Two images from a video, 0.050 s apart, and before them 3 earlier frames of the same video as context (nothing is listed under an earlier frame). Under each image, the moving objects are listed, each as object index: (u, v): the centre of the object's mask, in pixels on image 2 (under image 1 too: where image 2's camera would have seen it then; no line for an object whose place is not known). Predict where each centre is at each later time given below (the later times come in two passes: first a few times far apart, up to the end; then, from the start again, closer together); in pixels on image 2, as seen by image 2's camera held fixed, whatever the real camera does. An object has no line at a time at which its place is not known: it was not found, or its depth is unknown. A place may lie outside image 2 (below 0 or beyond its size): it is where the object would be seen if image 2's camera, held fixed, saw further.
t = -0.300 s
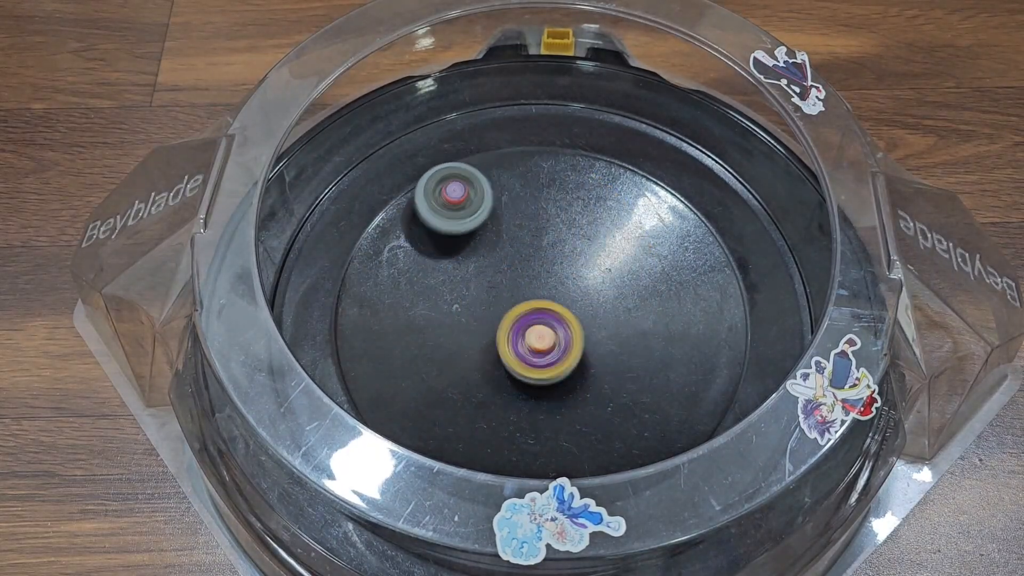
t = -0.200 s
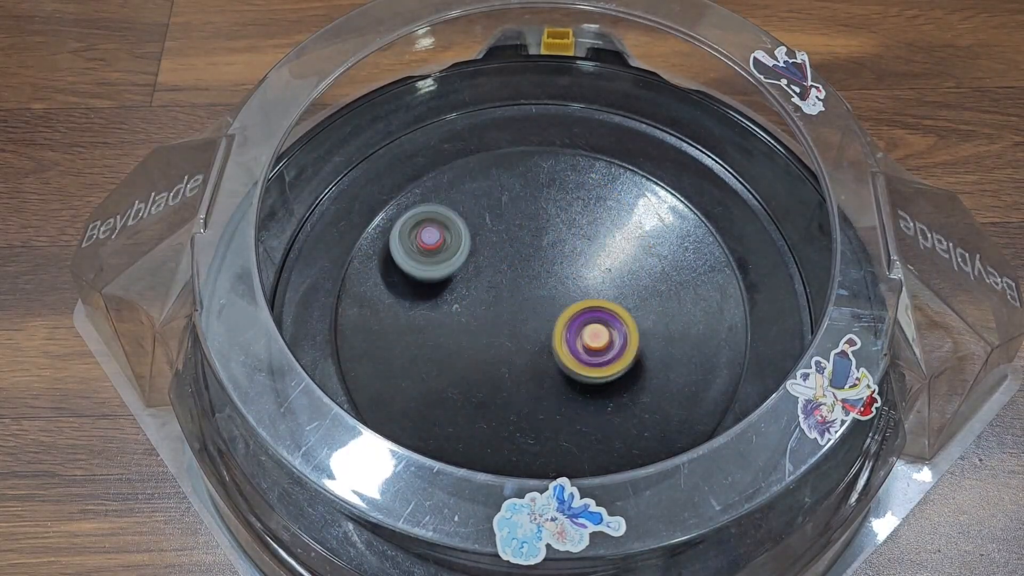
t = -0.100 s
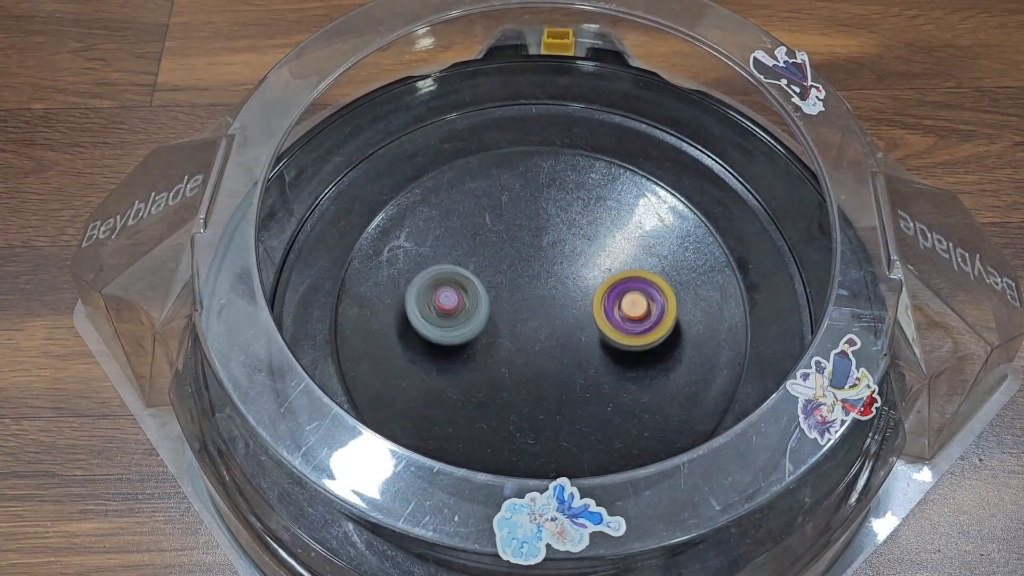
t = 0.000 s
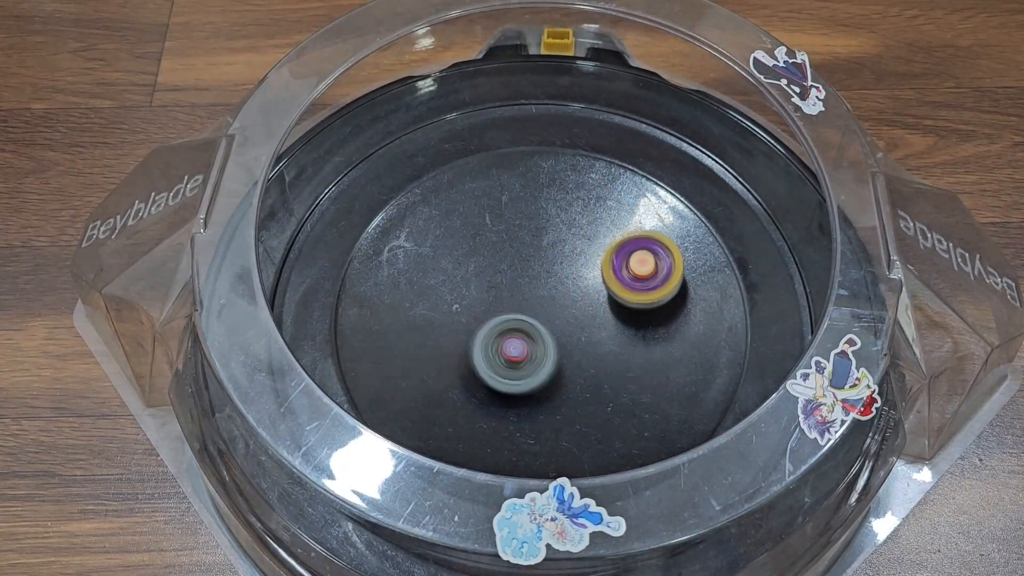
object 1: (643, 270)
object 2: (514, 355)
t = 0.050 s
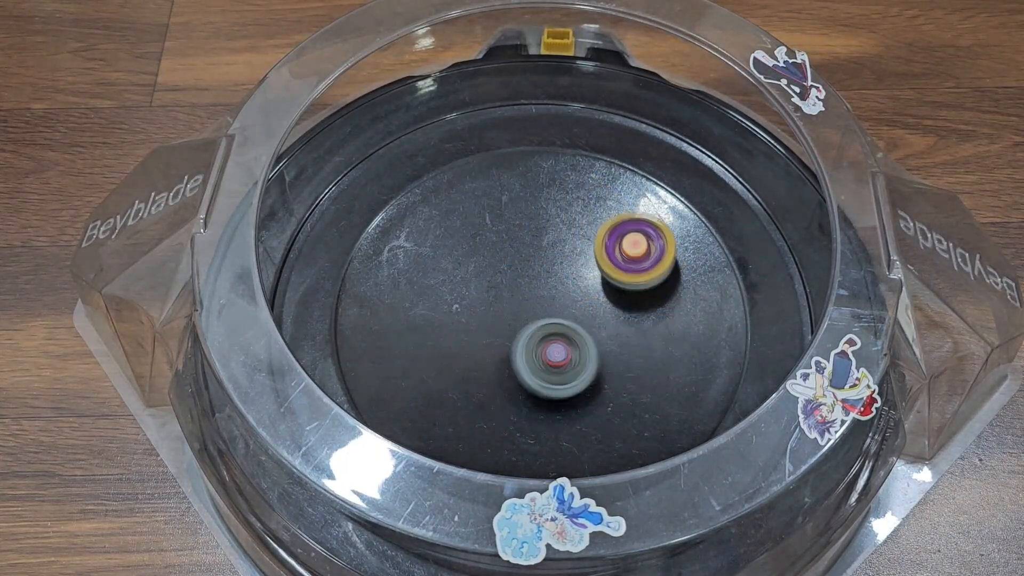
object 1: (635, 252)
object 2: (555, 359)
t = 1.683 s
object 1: (630, 362)
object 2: (500, 347)
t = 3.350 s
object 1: (569, 344)
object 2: (455, 348)
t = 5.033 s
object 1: (594, 273)
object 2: (462, 321)
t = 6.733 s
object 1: (602, 275)
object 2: (581, 362)
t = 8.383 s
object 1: (583, 286)
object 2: (447, 360)
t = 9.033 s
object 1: (547, 362)
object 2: (447, 283)
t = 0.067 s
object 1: (631, 246)
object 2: (568, 357)
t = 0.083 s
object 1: (626, 241)
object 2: (578, 355)
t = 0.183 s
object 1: (587, 225)
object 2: (627, 315)
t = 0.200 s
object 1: (579, 225)
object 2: (631, 307)
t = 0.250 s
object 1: (555, 231)
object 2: (637, 279)
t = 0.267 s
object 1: (547, 235)
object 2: (637, 269)
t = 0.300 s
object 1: (534, 244)
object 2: (635, 251)
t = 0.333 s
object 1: (522, 256)
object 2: (628, 234)
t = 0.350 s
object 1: (518, 264)
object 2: (625, 227)
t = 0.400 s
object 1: (509, 288)
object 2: (610, 205)
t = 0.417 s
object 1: (509, 296)
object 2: (604, 200)
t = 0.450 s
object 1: (511, 313)
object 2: (590, 191)
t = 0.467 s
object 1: (513, 320)
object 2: (584, 189)
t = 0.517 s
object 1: (527, 342)
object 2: (561, 184)
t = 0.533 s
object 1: (533, 349)
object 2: (553, 184)
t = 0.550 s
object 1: (539, 353)
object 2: (545, 186)
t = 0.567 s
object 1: (547, 359)
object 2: (538, 187)
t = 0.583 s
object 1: (555, 362)
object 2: (530, 191)
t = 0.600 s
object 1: (562, 364)
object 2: (523, 195)
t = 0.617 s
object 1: (572, 367)
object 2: (516, 201)
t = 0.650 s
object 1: (588, 367)
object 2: (503, 214)
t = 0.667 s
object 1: (597, 366)
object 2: (498, 223)
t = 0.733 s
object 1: (628, 356)
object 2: (485, 265)
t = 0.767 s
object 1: (641, 346)
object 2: (487, 289)
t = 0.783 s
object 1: (645, 342)
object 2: (490, 303)
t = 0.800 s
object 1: (650, 336)
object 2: (495, 313)
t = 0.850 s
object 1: (658, 318)
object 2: (517, 344)
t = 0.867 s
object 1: (659, 311)
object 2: (527, 352)
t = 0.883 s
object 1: (658, 305)
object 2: (537, 357)
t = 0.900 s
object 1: (656, 299)
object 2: (548, 363)
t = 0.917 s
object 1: (653, 294)
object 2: (558, 365)
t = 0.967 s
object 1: (639, 279)
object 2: (592, 367)
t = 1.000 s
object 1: (625, 270)
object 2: (611, 361)
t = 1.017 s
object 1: (618, 267)
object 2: (620, 357)
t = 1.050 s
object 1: (602, 263)
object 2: (637, 345)
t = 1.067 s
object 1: (593, 262)
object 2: (644, 338)
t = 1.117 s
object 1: (566, 263)
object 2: (664, 316)
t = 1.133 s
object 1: (557, 266)
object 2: (669, 308)
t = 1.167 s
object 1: (541, 273)
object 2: (673, 291)
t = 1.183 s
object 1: (534, 278)
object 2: (674, 282)
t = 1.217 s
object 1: (522, 289)
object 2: (672, 265)
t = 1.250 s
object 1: (513, 302)
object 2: (667, 249)
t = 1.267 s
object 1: (510, 310)
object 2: (663, 242)
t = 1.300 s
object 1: (506, 325)
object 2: (651, 231)
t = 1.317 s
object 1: (506, 333)
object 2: (644, 226)
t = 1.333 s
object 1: (506, 341)
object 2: (636, 222)
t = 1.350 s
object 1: (508, 347)
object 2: (627, 219)
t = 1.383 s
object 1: (515, 362)
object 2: (610, 215)
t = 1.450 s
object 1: (539, 382)
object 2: (568, 222)
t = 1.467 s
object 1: (546, 386)
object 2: (558, 225)
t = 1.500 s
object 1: (561, 390)
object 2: (538, 237)
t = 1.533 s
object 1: (575, 391)
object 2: (520, 254)
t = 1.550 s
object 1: (583, 392)
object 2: (512, 263)
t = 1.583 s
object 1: (598, 388)
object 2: (500, 284)
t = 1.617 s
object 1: (612, 382)
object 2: (494, 307)
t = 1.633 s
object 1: (617, 378)
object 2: (494, 319)
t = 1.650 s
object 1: (622, 373)
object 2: (495, 328)
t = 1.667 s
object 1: (627, 367)
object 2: (496, 339)
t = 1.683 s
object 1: (630, 362)
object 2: (500, 347)
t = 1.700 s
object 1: (632, 355)
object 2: (505, 355)
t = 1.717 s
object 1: (633, 348)
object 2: (511, 362)
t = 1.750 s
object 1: (632, 334)
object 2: (527, 376)
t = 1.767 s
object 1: (630, 327)
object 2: (536, 382)
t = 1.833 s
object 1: (612, 303)
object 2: (575, 392)
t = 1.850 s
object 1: (605, 298)
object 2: (587, 392)
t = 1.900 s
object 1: (582, 287)
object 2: (617, 387)
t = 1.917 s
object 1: (573, 285)
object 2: (627, 384)
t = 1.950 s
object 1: (555, 284)
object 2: (644, 375)
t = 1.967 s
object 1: (546, 284)
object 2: (651, 370)
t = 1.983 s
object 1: (538, 285)
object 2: (658, 365)
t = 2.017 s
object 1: (521, 290)
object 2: (668, 353)
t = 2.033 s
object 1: (514, 293)
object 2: (671, 346)
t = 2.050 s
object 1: (508, 297)
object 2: (673, 339)
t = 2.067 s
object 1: (501, 303)
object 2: (674, 331)
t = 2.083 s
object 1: (495, 307)
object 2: (674, 323)
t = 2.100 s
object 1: (491, 314)
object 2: (673, 316)
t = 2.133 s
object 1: (483, 327)
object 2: (666, 301)
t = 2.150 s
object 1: (482, 334)
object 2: (661, 295)
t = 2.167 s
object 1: (480, 341)
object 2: (654, 288)
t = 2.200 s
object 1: (483, 355)
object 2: (637, 277)
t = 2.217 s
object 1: (485, 362)
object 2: (626, 273)
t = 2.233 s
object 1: (488, 368)
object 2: (615, 269)
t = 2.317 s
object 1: (515, 392)
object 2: (553, 267)
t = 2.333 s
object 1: (522, 395)
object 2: (541, 271)
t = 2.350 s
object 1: (530, 398)
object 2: (529, 275)
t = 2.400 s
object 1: (552, 399)
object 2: (501, 296)
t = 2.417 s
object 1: (559, 396)
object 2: (494, 303)
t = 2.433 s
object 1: (566, 394)
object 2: (488, 313)
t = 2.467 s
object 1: (579, 385)
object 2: (481, 330)
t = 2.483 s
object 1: (584, 380)
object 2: (479, 337)
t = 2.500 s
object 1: (588, 375)
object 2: (479, 345)
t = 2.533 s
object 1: (595, 361)
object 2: (484, 360)
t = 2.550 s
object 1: (596, 355)
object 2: (488, 366)
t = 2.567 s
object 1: (597, 347)
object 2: (492, 373)
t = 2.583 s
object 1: (597, 339)
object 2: (497, 379)
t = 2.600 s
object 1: (596, 332)
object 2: (504, 384)
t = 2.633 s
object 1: (591, 318)
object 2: (519, 393)
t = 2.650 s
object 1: (586, 311)
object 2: (527, 397)
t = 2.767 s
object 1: (538, 280)
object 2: (587, 404)
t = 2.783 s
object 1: (529, 279)
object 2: (595, 401)
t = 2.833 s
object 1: (504, 279)
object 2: (614, 388)
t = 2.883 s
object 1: (482, 286)
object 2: (626, 367)
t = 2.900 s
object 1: (475, 290)
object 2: (628, 360)
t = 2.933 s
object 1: (465, 300)
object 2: (627, 343)
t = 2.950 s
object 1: (461, 306)
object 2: (624, 333)
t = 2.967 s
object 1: (458, 311)
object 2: (620, 325)
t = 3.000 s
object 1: (454, 325)
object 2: (608, 308)
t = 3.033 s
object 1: (456, 337)
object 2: (590, 294)
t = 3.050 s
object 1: (457, 344)
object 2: (579, 288)
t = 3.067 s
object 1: (460, 349)
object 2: (568, 284)
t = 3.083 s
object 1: (464, 356)
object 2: (556, 280)
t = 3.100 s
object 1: (469, 361)
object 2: (545, 278)
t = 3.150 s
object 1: (488, 374)
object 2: (511, 279)
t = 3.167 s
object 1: (496, 376)
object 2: (500, 282)
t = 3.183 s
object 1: (504, 377)
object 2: (491, 285)
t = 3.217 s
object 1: (521, 377)
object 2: (474, 294)
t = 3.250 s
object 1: (537, 374)
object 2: (462, 306)
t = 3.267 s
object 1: (545, 371)
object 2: (458, 312)
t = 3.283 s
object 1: (551, 367)
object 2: (456, 318)
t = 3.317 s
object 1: (563, 356)
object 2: (454, 333)
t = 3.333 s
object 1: (567, 351)
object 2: (455, 340)
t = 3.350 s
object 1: (569, 344)
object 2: (455, 348)
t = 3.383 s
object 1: (574, 330)
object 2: (460, 362)
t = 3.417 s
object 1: (573, 314)
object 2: (468, 375)
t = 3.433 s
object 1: (571, 307)
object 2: (473, 380)
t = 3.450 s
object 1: (569, 300)
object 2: (479, 385)
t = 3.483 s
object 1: (562, 287)
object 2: (492, 392)
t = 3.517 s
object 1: (552, 275)
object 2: (507, 397)
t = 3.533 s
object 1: (546, 269)
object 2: (515, 398)
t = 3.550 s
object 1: (539, 265)
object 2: (523, 399)
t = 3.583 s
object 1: (526, 259)
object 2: (540, 397)
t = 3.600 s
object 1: (518, 257)
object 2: (550, 394)
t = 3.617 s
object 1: (511, 256)
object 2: (558, 390)
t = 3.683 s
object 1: (482, 259)
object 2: (584, 362)
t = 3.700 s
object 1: (475, 262)
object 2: (587, 353)
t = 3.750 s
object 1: (460, 274)
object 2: (588, 324)
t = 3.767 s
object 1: (455, 279)
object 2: (585, 315)
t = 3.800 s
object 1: (451, 290)
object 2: (575, 296)
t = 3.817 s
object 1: (449, 297)
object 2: (567, 289)
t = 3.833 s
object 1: (449, 302)
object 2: (560, 281)
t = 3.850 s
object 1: (451, 309)
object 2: (551, 275)
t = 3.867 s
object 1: (453, 315)
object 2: (541, 269)
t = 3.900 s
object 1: (460, 325)
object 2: (521, 262)
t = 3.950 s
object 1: (478, 340)
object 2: (491, 260)
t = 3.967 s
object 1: (486, 344)
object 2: (481, 261)
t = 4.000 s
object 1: (502, 348)
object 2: (464, 268)
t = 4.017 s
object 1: (511, 349)
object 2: (457, 271)
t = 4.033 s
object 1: (520, 349)
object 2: (450, 276)
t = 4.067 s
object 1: (535, 344)
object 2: (440, 286)
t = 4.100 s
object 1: (550, 337)
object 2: (433, 299)
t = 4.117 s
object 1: (555, 332)
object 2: (430, 305)
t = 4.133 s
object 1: (561, 327)
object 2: (429, 313)
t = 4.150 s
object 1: (565, 320)
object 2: (429, 319)
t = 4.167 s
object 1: (569, 314)
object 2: (430, 327)
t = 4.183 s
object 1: (572, 308)
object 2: (432, 334)
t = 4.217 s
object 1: (574, 293)
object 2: (441, 347)
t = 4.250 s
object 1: (573, 279)
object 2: (455, 361)
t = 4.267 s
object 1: (571, 272)
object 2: (462, 366)
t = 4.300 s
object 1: (565, 261)
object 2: (481, 375)
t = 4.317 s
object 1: (560, 255)
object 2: (492, 379)
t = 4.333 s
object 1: (555, 250)
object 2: (504, 379)
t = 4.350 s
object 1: (550, 246)
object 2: (514, 380)
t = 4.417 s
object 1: (526, 236)
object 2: (556, 363)
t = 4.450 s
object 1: (513, 235)
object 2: (572, 348)
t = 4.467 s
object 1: (507, 236)
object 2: (578, 340)
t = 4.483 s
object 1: (501, 237)
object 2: (582, 330)
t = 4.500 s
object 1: (496, 239)
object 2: (585, 320)
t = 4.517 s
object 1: (490, 242)
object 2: (586, 311)
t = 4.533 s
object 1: (485, 246)
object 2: (586, 300)
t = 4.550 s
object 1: (481, 250)
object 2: (584, 291)
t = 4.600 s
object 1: (473, 267)
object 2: (572, 264)
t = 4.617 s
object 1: (473, 274)
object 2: (567, 256)
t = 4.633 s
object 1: (473, 281)
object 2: (562, 251)
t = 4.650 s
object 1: (474, 287)
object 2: (557, 246)
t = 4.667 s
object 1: (477, 294)
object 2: (551, 243)
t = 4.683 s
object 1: (480, 301)
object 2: (545, 241)
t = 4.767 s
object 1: (508, 324)
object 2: (509, 236)
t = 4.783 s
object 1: (516, 327)
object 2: (502, 237)
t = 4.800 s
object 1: (525, 329)
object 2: (495, 238)
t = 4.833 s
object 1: (541, 329)
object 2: (481, 242)
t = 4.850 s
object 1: (549, 328)
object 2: (474, 246)
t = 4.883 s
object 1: (564, 323)
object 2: (462, 254)
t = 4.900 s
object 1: (571, 319)
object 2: (457, 260)
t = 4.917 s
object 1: (577, 315)
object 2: (454, 265)
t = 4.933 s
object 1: (582, 310)
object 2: (451, 272)
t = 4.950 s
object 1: (587, 304)
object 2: (449, 279)
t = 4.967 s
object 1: (590, 299)
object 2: (450, 287)
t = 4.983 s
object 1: (593, 292)
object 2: (450, 296)
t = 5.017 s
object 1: (595, 280)
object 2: (456, 314)
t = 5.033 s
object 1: (594, 273)
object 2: (462, 321)
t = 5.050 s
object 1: (593, 267)
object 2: (469, 329)
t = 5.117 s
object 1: (580, 246)
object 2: (510, 347)
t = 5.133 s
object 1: (576, 242)
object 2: (522, 349)
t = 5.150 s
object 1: (571, 238)
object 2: (534, 348)
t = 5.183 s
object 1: (560, 233)
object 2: (556, 343)
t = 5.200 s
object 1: (555, 231)
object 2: (566, 338)
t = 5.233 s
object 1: (543, 230)
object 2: (583, 326)
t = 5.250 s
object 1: (537, 231)
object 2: (589, 319)
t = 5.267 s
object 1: (532, 233)
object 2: (595, 310)
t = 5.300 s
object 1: (521, 240)
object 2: (602, 293)
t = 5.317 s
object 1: (516, 244)
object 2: (603, 284)
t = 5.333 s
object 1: (512, 249)
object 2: (603, 276)
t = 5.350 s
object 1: (509, 255)
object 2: (602, 267)
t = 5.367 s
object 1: (505, 261)
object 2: (600, 259)
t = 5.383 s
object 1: (503, 267)
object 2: (597, 253)
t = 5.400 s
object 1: (503, 274)
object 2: (594, 246)
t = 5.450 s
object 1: (506, 295)
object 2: (582, 233)
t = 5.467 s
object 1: (511, 302)
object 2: (576, 229)
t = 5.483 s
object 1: (515, 309)
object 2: (571, 226)
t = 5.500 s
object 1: (519, 314)
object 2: (566, 224)
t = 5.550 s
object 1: (539, 327)
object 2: (548, 219)
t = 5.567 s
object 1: (546, 329)
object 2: (541, 218)
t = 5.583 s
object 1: (553, 331)
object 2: (535, 219)
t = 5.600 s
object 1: (562, 332)
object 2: (528, 220)
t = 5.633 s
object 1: (577, 331)
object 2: (515, 224)
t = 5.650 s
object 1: (584, 330)
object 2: (509, 227)
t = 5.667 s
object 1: (592, 328)
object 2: (503, 232)
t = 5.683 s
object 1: (598, 324)
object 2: (498, 236)
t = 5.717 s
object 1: (609, 315)
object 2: (490, 249)
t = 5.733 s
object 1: (613, 310)
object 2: (488, 256)
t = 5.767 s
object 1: (618, 299)
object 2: (485, 274)
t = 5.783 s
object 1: (619, 293)
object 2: (486, 283)
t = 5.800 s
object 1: (619, 288)
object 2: (488, 293)
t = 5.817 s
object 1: (619, 283)
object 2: (491, 302)
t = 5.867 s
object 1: (613, 266)
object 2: (510, 327)
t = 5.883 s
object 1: (610, 261)
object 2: (519, 333)
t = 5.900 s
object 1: (606, 257)
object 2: (528, 337)
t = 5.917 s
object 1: (601, 254)
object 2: (539, 341)
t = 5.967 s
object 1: (585, 247)
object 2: (571, 342)
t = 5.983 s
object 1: (578, 246)
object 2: (581, 339)
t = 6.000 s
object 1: (571, 246)
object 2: (591, 336)
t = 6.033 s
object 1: (558, 249)
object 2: (607, 326)
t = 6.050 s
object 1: (551, 251)
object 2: (614, 319)
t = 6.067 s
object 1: (545, 255)
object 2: (620, 312)
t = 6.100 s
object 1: (534, 264)
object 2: (628, 297)
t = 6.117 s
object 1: (529, 269)
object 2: (630, 289)
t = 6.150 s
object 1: (522, 282)
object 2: (630, 274)
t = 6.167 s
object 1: (521, 288)
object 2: (628, 267)
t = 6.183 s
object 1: (521, 295)
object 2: (626, 260)
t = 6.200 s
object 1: (521, 303)
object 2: (622, 253)
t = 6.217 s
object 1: (522, 309)
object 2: (619, 247)
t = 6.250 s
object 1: (527, 322)
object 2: (610, 237)
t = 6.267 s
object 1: (531, 329)
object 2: (604, 234)
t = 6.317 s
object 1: (546, 344)
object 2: (585, 226)
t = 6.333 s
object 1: (552, 348)
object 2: (578, 225)
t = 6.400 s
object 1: (582, 355)
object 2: (550, 230)
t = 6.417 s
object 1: (589, 354)
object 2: (542, 233)
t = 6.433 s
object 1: (596, 353)
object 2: (535, 239)
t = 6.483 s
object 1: (616, 344)
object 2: (517, 260)
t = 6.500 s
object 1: (621, 340)
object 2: (513, 268)
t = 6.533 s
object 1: (629, 331)
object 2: (507, 288)
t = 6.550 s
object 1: (632, 326)
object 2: (507, 297)
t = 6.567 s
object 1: (634, 320)
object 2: (508, 308)
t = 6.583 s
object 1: (635, 315)
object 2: (511, 317)
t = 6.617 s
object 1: (634, 304)
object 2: (520, 334)
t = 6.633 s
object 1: (632, 299)
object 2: (527, 341)
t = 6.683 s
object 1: (621, 285)
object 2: (552, 357)
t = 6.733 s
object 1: (602, 275)
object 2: (581, 362)
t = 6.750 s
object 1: (595, 273)
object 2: (592, 361)
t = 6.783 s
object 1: (581, 272)
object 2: (610, 355)
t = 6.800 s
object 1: (574, 272)
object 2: (619, 351)
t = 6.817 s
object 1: (566, 273)
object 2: (627, 346)
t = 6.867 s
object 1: (546, 280)
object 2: (645, 328)
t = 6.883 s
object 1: (539, 284)
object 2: (648, 321)
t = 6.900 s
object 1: (534, 289)
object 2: (650, 314)
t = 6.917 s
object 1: (529, 294)
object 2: (650, 307)
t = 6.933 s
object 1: (525, 299)
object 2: (649, 301)
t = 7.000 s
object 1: (516, 325)
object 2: (635, 277)
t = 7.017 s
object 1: (516, 332)
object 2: (630, 273)
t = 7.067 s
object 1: (521, 350)
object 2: (608, 262)
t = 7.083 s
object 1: (525, 356)
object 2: (599, 260)
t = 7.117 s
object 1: (533, 366)
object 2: (580, 259)
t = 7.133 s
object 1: (539, 369)
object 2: (570, 261)
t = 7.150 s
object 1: (545, 373)
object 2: (560, 263)
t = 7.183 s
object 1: (557, 377)
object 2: (543, 271)
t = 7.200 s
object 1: (563, 378)
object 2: (536, 277)
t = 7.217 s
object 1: (570, 379)
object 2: (529, 284)
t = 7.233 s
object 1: (577, 379)
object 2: (523, 290)
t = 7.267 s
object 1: (590, 375)
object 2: (514, 307)
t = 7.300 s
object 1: (601, 370)
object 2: (511, 324)
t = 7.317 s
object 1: (606, 366)
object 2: (511, 333)
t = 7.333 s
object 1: (610, 361)
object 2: (513, 340)
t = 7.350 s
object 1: (613, 356)
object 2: (516, 349)
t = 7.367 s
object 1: (615, 351)
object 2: (521, 356)
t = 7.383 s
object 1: (616, 345)
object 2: (526, 363)
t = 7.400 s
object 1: (616, 339)
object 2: (534, 370)
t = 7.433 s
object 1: (615, 327)
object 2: (548, 379)
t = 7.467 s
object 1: (610, 315)
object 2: (564, 385)
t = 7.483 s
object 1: (606, 310)
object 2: (572, 386)
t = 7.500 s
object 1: (601, 305)
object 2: (581, 387)
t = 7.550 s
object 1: (581, 294)
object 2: (603, 382)
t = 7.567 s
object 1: (574, 293)
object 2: (610, 378)
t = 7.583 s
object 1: (567, 291)
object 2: (616, 373)
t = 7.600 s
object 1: (560, 290)
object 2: (622, 368)
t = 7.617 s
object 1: (553, 290)
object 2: (627, 361)
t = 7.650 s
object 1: (538, 292)
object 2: (635, 348)
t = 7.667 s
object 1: (531, 294)
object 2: (637, 341)
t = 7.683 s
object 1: (524, 296)
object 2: (637, 333)
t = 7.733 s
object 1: (507, 308)
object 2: (628, 313)
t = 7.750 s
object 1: (503, 312)
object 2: (622, 307)
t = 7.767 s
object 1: (498, 318)
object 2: (615, 301)
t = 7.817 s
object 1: (491, 335)
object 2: (586, 288)
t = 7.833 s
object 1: (492, 342)
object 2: (576, 286)
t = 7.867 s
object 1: (494, 354)
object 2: (554, 285)
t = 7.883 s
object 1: (497, 359)
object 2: (544, 286)
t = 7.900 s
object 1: (501, 364)
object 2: (535, 288)
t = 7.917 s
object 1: (506, 369)
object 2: (525, 291)
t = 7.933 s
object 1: (511, 373)
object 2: (516, 295)
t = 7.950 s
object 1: (516, 376)
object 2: (508, 300)
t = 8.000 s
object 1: (535, 384)
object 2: (490, 319)
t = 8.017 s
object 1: (542, 384)
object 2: (486, 326)
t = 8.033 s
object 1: (552, 386)
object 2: (479, 327)
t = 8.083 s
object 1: (586, 392)
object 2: (451, 317)
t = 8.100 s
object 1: (594, 389)
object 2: (443, 314)
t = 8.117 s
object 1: (601, 386)
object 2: (438, 313)
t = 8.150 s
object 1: (611, 376)
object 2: (431, 312)
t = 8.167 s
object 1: (614, 369)
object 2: (428, 313)
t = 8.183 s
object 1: (617, 362)
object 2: (427, 315)
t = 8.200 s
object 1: (618, 355)
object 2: (426, 317)
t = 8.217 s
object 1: (618, 348)
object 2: (426, 321)
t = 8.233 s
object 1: (618, 340)
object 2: (426, 325)
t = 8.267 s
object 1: (615, 327)
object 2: (429, 332)
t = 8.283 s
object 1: (612, 320)
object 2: (430, 337)
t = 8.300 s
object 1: (609, 313)
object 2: (432, 341)
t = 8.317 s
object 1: (605, 307)
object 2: (435, 344)
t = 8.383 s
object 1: (583, 286)
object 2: (447, 360)
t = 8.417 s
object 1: (569, 278)
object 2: (455, 367)
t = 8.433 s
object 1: (562, 276)
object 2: (459, 371)
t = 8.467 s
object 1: (547, 271)
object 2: (472, 378)
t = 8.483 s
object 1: (540, 269)
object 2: (479, 380)
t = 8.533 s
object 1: (517, 268)
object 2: (503, 383)
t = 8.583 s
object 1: (496, 273)
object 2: (525, 376)
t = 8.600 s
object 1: (490, 276)
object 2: (532, 372)
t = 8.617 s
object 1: (484, 279)
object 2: (538, 367)
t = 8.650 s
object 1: (474, 288)
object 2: (547, 355)
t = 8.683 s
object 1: (465, 298)
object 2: (552, 340)
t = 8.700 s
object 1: (463, 303)
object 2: (553, 332)
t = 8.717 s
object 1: (461, 309)
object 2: (552, 323)
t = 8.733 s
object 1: (460, 315)
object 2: (551, 315)
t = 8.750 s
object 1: (459, 321)
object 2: (549, 308)
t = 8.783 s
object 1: (461, 332)
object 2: (540, 293)
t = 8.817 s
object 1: (466, 343)
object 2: (530, 282)
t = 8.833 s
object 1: (469, 348)
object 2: (523, 277)
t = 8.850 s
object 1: (473, 352)
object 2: (516, 273)
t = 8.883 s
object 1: (483, 360)
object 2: (502, 268)
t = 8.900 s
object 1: (490, 364)
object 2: (495, 266)
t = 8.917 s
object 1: (497, 367)
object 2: (487, 265)
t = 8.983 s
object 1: (527, 369)
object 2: (460, 272)
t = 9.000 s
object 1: (535, 367)
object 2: (454, 275)
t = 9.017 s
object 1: (542, 365)
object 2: (450, 279)
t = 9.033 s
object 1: (547, 362)
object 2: (447, 283)
